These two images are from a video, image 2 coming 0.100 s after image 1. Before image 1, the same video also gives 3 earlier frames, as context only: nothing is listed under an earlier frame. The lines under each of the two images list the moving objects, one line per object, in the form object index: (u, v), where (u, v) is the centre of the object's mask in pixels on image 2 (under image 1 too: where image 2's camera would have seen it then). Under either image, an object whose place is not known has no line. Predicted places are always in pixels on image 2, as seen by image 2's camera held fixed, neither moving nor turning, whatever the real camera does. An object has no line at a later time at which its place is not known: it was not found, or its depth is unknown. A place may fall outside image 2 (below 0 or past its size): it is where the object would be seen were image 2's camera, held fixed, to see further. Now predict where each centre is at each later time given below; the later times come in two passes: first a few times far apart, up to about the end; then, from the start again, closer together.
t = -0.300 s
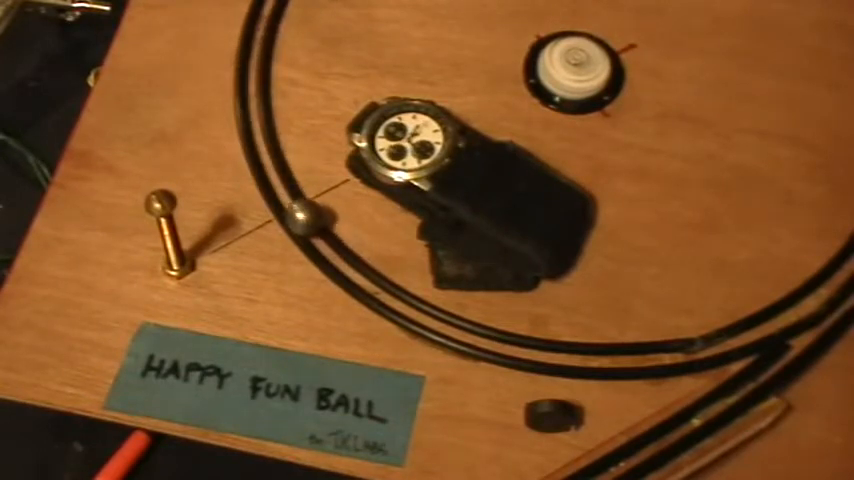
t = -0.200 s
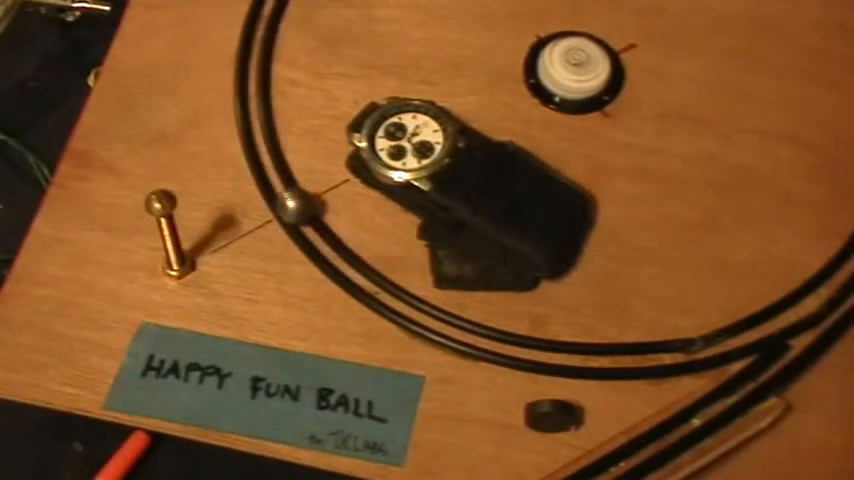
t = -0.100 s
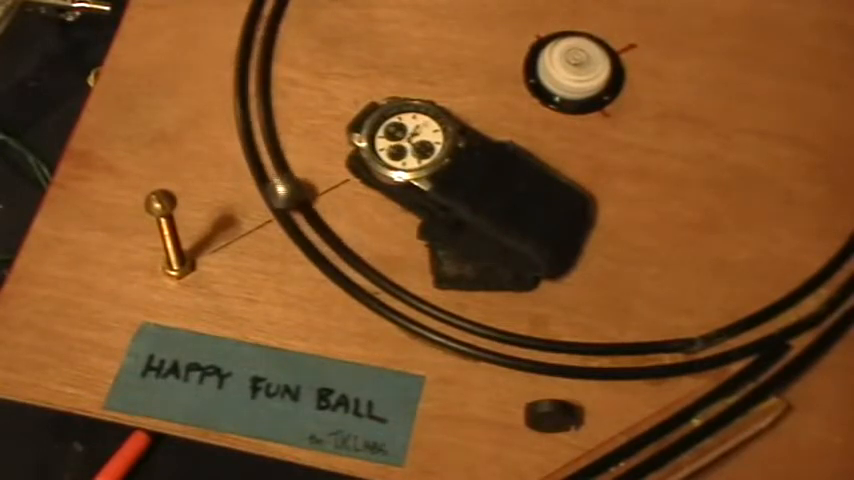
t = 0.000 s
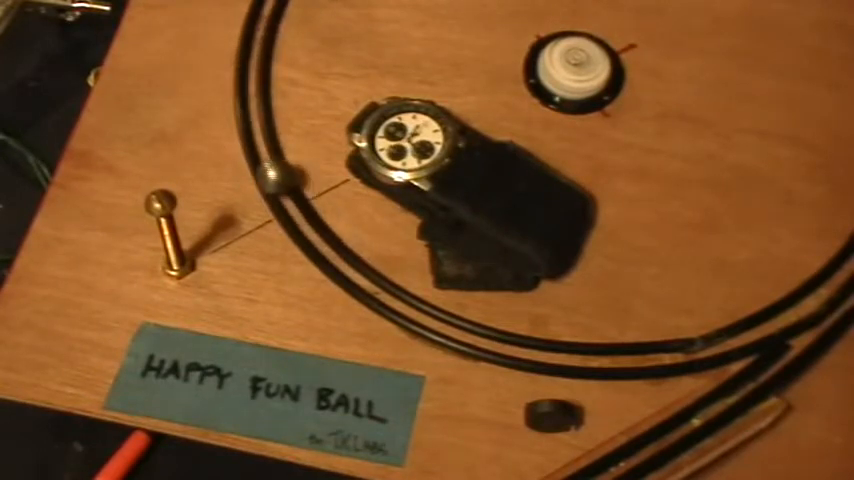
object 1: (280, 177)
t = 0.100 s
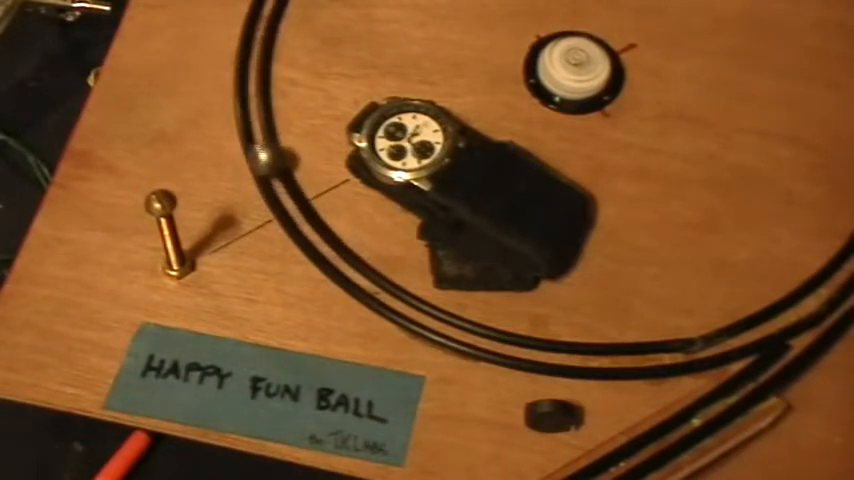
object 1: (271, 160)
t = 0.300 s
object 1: (258, 119)
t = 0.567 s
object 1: (254, 58)
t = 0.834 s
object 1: (273, 4)
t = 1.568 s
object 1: (263, 9)
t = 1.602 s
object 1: (260, 17)
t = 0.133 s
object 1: (269, 154)
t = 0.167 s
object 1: (266, 147)
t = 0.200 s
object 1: (264, 140)
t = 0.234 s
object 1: (262, 134)
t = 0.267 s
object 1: (260, 126)
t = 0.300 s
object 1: (258, 119)
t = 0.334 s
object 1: (258, 113)
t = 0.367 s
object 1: (256, 106)
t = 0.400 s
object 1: (256, 98)
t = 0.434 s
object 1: (255, 90)
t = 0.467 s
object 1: (254, 83)
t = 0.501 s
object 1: (253, 75)
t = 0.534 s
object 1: (253, 67)
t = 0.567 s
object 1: (254, 58)
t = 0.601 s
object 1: (255, 50)
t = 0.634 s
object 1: (256, 42)
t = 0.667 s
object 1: (257, 34)
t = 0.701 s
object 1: (260, 25)
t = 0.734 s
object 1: (262, 17)
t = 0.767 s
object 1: (265, 12)
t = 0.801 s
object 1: (269, 8)
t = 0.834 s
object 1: (273, 4)
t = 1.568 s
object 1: (263, 9)
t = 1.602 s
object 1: (260, 17)
